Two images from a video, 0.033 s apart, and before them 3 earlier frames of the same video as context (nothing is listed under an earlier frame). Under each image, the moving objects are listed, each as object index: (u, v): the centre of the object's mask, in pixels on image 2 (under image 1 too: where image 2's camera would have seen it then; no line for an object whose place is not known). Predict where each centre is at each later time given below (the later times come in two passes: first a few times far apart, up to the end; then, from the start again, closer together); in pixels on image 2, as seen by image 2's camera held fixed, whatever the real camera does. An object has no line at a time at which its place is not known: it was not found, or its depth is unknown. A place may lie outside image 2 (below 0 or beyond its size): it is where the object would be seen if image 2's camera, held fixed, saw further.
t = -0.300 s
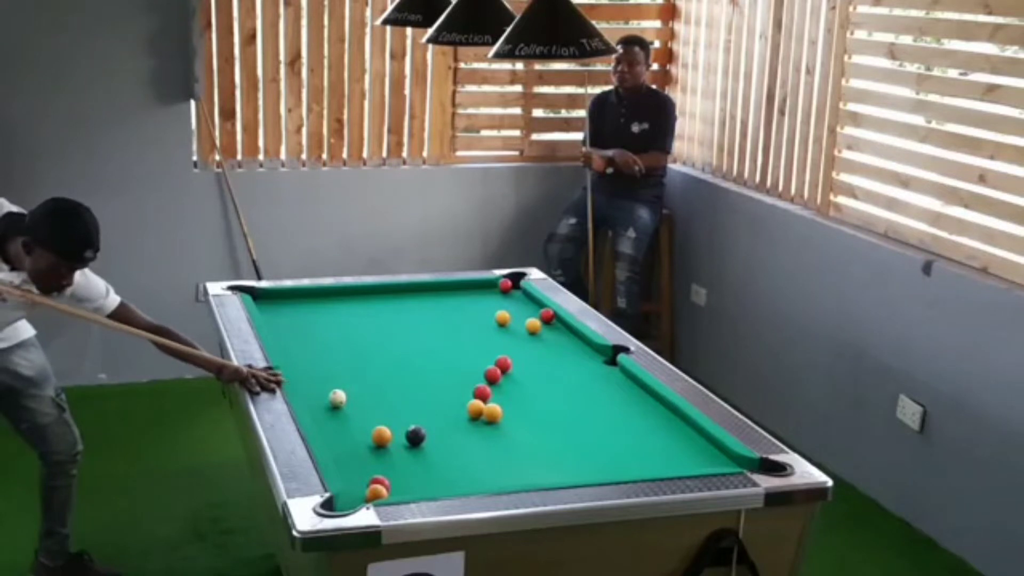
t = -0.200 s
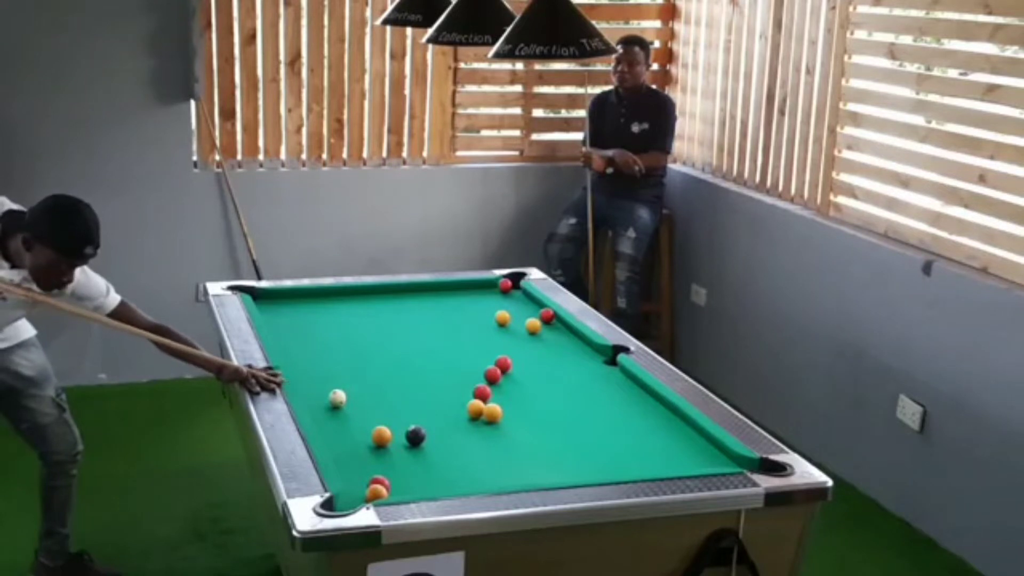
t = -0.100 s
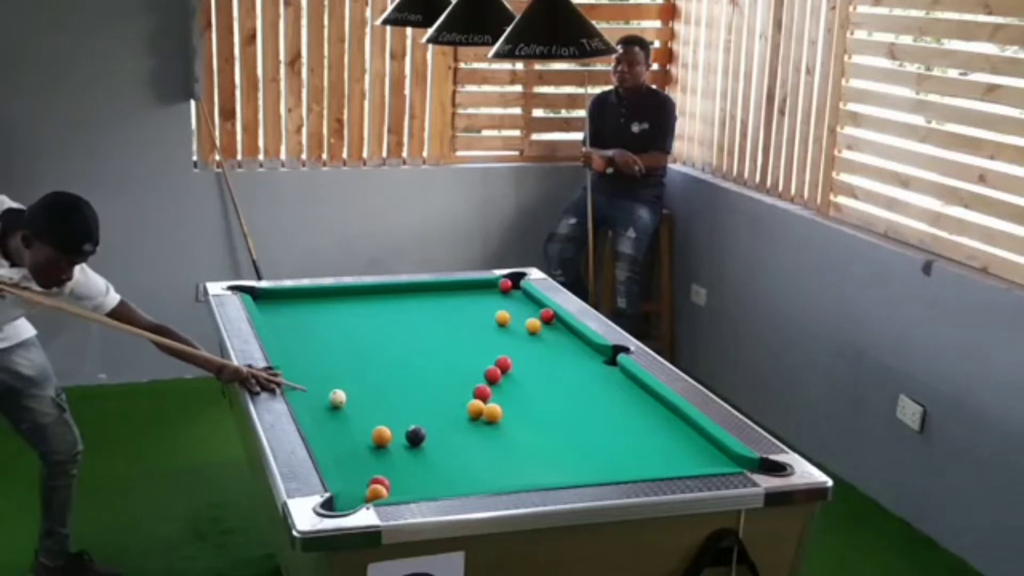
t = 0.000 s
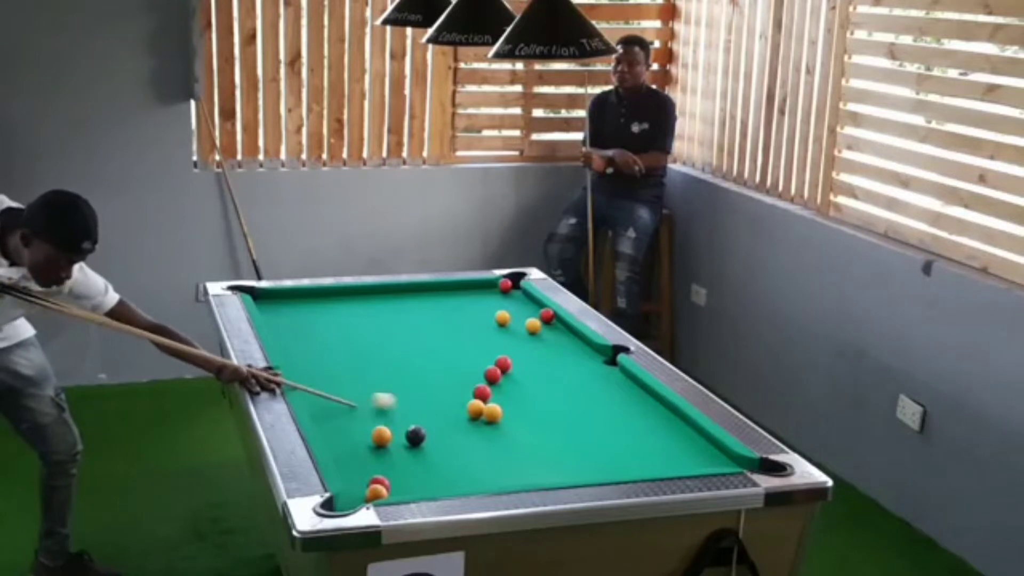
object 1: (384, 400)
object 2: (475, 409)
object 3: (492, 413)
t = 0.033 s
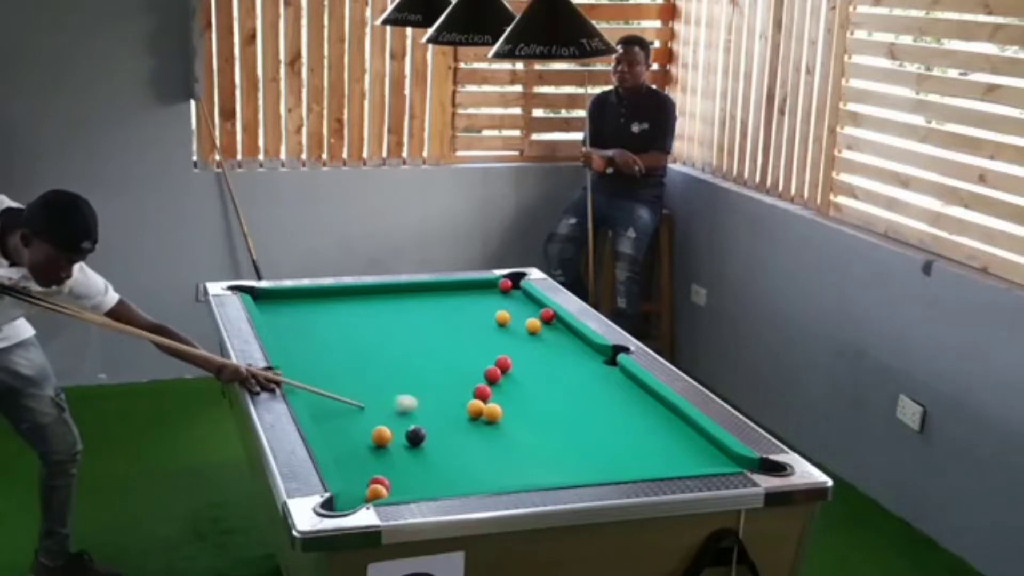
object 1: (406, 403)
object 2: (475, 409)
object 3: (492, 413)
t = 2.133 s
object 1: (388, 392)
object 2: (557, 389)
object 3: (682, 459)
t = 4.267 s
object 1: (389, 392)
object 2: (560, 388)
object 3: (659, 460)
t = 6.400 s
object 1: (389, 392)
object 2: (560, 388)
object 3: (659, 460)
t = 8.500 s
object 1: (389, 392)
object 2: (560, 388)
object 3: (659, 460)
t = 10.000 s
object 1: (389, 392)
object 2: (560, 388)
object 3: (659, 460)
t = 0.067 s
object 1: (427, 404)
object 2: (475, 409)
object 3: (493, 413)
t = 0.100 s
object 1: (447, 406)
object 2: (475, 409)
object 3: (493, 413)
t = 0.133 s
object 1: (456, 407)
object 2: (478, 409)
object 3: (499, 414)
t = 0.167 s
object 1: (454, 407)
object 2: (480, 408)
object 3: (511, 416)
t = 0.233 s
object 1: (450, 406)
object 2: (484, 407)
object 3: (531, 420)
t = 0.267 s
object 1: (448, 405)
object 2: (486, 406)
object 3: (541, 422)
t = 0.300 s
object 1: (446, 405)
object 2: (488, 406)
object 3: (550, 424)
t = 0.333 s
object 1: (444, 404)
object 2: (490, 405)
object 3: (560, 426)
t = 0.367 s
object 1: (442, 404)
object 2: (492, 404)
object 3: (570, 428)
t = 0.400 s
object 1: (440, 403)
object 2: (494, 404)
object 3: (580, 430)
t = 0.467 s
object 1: (437, 403)
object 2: (497, 403)
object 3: (600, 434)
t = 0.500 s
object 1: (435, 402)
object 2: (499, 402)
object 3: (610, 436)
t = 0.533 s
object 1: (433, 402)
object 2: (501, 402)
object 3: (619, 438)
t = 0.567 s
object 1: (432, 401)
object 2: (503, 401)
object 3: (630, 440)
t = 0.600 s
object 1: (430, 401)
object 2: (505, 401)
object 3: (640, 442)
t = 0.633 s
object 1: (429, 400)
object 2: (507, 400)
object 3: (650, 444)
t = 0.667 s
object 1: (427, 400)
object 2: (509, 400)
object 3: (660, 446)
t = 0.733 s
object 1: (424, 399)
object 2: (512, 399)
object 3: (680, 450)
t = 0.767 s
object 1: (422, 399)
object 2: (513, 399)
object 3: (691, 452)
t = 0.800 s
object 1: (421, 399)
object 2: (515, 398)
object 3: (701, 454)
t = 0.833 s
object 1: (420, 398)
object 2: (516, 398)
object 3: (712, 456)
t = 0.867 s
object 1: (418, 398)
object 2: (518, 397)
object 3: (722, 457)
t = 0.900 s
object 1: (417, 398)
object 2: (519, 397)
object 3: (730, 458)
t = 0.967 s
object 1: (415, 397)
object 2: (522, 396)
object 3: (733, 462)
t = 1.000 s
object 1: (413, 397)
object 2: (524, 396)
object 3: (734, 464)
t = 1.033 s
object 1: (412, 397)
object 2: (525, 396)
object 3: (736, 465)
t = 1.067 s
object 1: (411, 396)
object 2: (526, 395)
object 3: (735, 464)
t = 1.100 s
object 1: (410, 396)
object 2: (528, 395)
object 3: (735, 464)
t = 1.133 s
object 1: (409, 396)
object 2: (529, 394)
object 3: (735, 463)
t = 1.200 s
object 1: (406, 395)
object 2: (532, 394)
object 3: (734, 461)
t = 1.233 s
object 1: (405, 395)
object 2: (533, 393)
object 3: (734, 460)
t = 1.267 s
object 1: (404, 395)
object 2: (534, 393)
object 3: (733, 460)
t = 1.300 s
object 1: (403, 395)
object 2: (535, 393)
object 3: (731, 460)
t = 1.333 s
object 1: (402, 394)
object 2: (536, 393)
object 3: (728, 460)
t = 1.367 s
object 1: (401, 394)
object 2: (538, 392)
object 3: (726, 460)
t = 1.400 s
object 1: (400, 394)
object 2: (539, 392)
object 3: (723, 459)
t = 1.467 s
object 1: (399, 394)
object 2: (541, 392)
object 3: (719, 459)
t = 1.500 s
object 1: (398, 394)
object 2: (542, 392)
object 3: (717, 459)
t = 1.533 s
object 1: (397, 393)
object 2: (543, 391)
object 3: (714, 459)
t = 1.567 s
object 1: (396, 393)
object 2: (544, 391)
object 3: (712, 459)
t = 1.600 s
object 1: (396, 393)
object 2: (545, 391)
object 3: (710, 459)
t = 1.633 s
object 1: (395, 393)
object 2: (546, 391)
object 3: (708, 459)
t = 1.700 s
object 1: (394, 393)
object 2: (547, 391)
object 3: (704, 459)
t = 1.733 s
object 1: (393, 392)
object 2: (548, 390)
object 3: (702, 459)
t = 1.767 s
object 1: (392, 392)
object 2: (549, 390)
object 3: (700, 459)
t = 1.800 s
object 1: (392, 392)
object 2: (550, 390)
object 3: (698, 459)
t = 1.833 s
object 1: (391, 392)
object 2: (551, 390)
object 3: (697, 459)
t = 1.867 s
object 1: (391, 392)
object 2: (552, 390)
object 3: (695, 459)
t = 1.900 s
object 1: (391, 392)
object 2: (553, 390)
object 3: (693, 459)
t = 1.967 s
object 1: (390, 392)
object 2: (554, 390)
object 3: (690, 459)
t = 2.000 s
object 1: (389, 392)
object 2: (555, 389)
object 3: (688, 459)
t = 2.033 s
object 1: (389, 392)
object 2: (555, 389)
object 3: (686, 459)
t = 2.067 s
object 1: (389, 392)
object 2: (556, 389)
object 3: (685, 459)
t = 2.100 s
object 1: (389, 392)
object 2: (556, 389)
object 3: (684, 459)
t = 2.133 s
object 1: (388, 392)
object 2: (557, 389)
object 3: (682, 459)
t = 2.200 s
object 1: (388, 392)
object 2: (558, 389)
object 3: (679, 459)
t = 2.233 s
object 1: (388, 392)
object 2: (558, 389)
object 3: (678, 459)
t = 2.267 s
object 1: (388, 392)
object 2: (559, 389)
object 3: (677, 459)
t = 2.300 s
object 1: (388, 392)
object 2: (559, 388)
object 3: (676, 460)
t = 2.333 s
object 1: (388, 392)
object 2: (559, 388)
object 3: (674, 460)
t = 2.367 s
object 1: (389, 392)
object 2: (560, 388)
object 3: (673, 460)
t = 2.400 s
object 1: (388, 392)
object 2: (560, 388)
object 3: (672, 460)
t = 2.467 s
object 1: (389, 392)
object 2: (561, 388)
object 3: (670, 460)
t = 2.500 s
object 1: (389, 392)
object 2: (561, 388)
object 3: (669, 460)
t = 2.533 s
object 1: (388, 392)
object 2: (561, 388)
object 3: (668, 460)
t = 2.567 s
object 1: (388, 392)
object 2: (561, 388)
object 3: (668, 460)
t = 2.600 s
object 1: (388, 392)
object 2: (561, 388)
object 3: (667, 460)
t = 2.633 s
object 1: (388, 392)
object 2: (561, 388)
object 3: (666, 460)
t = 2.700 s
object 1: (388, 392)
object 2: (561, 388)
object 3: (664, 460)
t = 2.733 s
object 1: (388, 392)
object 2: (561, 388)
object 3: (664, 460)
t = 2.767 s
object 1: (388, 392)
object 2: (561, 388)
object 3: (663, 460)
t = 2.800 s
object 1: (388, 392)
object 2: (560, 388)
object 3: (663, 460)
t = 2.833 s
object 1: (388, 392)
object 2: (560, 388)
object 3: (662, 460)
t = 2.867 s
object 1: (388, 392)
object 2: (560, 388)
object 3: (662, 460)
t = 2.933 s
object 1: (388, 392)
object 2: (560, 388)
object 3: (661, 460)
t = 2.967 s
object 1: (388, 392)
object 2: (560, 388)
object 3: (660, 460)
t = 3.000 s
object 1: (388, 392)
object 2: (560, 388)
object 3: (660, 460)
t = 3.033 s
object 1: (388, 392)
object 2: (560, 388)
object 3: (660, 460)
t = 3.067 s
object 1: (388, 392)
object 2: (560, 388)
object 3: (660, 460)
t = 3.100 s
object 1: (388, 392)
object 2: (560, 388)
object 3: (659, 460)
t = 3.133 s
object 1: (388, 392)
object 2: (560, 388)
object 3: (659, 460)
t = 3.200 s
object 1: (389, 392)
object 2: (560, 388)
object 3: (659, 460)
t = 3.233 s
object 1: (389, 392)
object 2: (560, 388)
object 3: (659, 460)
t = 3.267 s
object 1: (389, 392)
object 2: (560, 388)
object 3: (659, 460)
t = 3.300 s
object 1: (389, 392)
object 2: (560, 388)
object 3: (659, 460)
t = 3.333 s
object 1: (389, 392)
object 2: (560, 388)
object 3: (659, 460)
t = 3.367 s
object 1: (389, 392)
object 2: (560, 388)
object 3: (659, 460)
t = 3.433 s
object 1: (389, 392)
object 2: (560, 388)
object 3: (659, 460)
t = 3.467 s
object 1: (389, 392)
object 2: (560, 388)
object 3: (659, 460)
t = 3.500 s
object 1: (389, 392)
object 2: (560, 388)
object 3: (659, 460)
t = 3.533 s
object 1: (389, 392)
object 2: (560, 388)
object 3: (659, 460)
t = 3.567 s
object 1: (389, 392)
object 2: (560, 388)
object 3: (659, 460)
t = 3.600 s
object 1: (389, 392)
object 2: (560, 388)
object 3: (659, 460)
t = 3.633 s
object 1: (389, 392)
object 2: (560, 388)
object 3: (659, 460)
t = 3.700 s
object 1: (389, 392)
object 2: (560, 388)
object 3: (659, 460)
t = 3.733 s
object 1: (389, 392)
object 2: (560, 388)
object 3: (659, 460)
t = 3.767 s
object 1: (389, 392)
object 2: (560, 388)
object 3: (659, 460)
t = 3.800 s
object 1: (389, 392)
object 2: (560, 388)
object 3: (659, 460)
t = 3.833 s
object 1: (389, 392)
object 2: (560, 388)
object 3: (659, 460)
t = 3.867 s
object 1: (389, 392)
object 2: (560, 388)
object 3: (659, 460)
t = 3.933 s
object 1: (389, 392)
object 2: (560, 388)
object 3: (659, 460)
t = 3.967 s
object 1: (389, 392)
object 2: (560, 388)
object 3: (659, 460)
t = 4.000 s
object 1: (389, 392)
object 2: (560, 388)
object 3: (659, 460)
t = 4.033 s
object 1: (389, 392)
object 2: (560, 388)
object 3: (659, 460)
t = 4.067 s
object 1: (389, 392)
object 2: (560, 388)
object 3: (659, 460)
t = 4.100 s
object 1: (389, 392)
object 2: (560, 388)
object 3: (659, 460)
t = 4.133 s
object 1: (389, 392)
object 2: (560, 388)
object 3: (659, 460)
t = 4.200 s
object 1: (389, 392)
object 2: (560, 388)
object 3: (659, 460)
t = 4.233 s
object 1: (389, 392)
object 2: (560, 388)
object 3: (659, 460)
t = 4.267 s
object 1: (389, 392)
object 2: (560, 388)
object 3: (659, 460)
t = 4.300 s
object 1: (389, 392)
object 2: (560, 388)
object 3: (659, 460)
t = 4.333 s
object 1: (389, 392)
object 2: (560, 388)
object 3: (659, 460)
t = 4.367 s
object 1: (389, 392)
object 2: (560, 388)
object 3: (659, 460)
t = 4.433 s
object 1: (389, 392)
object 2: (560, 388)
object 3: (659, 460)
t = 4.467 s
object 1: (389, 392)
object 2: (560, 388)
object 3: (659, 460)
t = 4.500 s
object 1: (389, 392)
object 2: (560, 388)
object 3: (659, 460)
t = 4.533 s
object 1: (389, 392)
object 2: (560, 388)
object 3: (659, 460)
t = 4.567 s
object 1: (389, 392)
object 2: (560, 388)
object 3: (659, 460)
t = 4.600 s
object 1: (389, 392)
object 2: (560, 388)
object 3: (659, 460)
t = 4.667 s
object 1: (389, 392)
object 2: (560, 388)
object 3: (659, 460)
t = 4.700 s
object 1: (389, 392)
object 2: (560, 388)
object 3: (659, 460)
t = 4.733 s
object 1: (389, 392)
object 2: (560, 388)
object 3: (659, 460)
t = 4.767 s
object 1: (389, 392)
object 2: (560, 388)
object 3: (659, 460)
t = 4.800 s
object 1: (389, 392)
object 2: (560, 388)
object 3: (659, 460)
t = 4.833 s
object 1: (389, 392)
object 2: (560, 388)
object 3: (659, 460)
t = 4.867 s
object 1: (389, 392)
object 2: (560, 388)
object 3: (659, 460)
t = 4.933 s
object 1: (389, 392)
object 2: (560, 388)
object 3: (659, 460)
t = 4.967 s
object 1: (389, 392)
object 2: (560, 388)
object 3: (659, 460)
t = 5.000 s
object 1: (389, 392)
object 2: (560, 388)
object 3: (659, 460)
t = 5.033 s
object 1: (389, 392)
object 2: (560, 388)
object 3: (659, 460)
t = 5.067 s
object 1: (389, 392)
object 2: (560, 388)
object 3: (659, 460)
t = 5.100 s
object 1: (389, 392)
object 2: (560, 388)
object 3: (659, 460)
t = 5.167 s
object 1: (389, 392)
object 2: (560, 388)
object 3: (659, 460)
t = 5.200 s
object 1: (389, 392)
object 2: (560, 388)
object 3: (659, 460)
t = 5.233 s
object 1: (389, 392)
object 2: (560, 388)
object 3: (659, 460)
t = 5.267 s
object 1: (389, 392)
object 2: (560, 388)
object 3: (659, 460)
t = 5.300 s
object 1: (389, 392)
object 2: (560, 388)
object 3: (659, 460)
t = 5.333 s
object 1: (389, 392)
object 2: (560, 388)
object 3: (659, 460)
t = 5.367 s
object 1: (389, 392)
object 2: (560, 388)
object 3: (659, 460)
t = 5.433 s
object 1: (389, 392)
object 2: (560, 388)
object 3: (659, 460)
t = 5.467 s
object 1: (389, 392)
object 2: (560, 388)
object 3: (659, 460)
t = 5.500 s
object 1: (389, 392)
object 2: (560, 388)
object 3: (659, 460)
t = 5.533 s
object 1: (389, 392)
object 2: (560, 388)
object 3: (659, 460)
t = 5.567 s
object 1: (389, 392)
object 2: (560, 388)
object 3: (659, 460)
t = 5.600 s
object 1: (389, 392)
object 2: (560, 388)
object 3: (659, 460)
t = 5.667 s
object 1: (389, 392)
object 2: (560, 388)
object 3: (659, 460)
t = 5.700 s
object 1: (389, 392)
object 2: (560, 388)
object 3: (659, 460)
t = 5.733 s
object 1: (389, 392)
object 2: (560, 388)
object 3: (659, 460)
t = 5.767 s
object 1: (389, 392)
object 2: (560, 388)
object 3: (659, 460)
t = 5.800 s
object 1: (389, 392)
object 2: (560, 388)
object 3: (659, 460)
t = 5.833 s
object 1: (389, 392)
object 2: (560, 388)
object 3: (659, 460)
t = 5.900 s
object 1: (389, 392)
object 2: (560, 388)
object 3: (659, 460)
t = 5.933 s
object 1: (389, 392)
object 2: (560, 388)
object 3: (659, 460)
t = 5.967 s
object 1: (389, 392)
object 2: (560, 388)
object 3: (659, 460)
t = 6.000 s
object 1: (389, 392)
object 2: (560, 388)
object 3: (659, 460)
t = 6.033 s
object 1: (389, 392)
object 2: (560, 388)
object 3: (659, 460)
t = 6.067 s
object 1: (389, 392)
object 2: (560, 388)
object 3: (659, 460)
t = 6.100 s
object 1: (389, 392)
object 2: (560, 388)
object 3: (659, 460)
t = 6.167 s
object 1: (389, 392)
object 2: (560, 388)
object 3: (659, 460)
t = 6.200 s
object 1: (389, 392)
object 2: (560, 388)
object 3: (659, 460)
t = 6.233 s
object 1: (389, 392)
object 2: (560, 388)
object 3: (659, 460)
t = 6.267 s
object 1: (389, 392)
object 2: (560, 388)
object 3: (659, 460)
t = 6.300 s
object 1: (389, 392)
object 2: (560, 388)
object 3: (659, 460)
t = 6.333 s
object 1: (389, 392)
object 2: (560, 388)
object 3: (659, 460)
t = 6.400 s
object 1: (389, 392)
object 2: (560, 388)
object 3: (659, 460)
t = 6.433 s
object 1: (389, 392)
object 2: (560, 388)
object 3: (659, 460)
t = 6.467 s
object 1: (389, 392)
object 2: (560, 388)
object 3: (659, 460)
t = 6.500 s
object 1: (389, 392)
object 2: (560, 388)
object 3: (659, 460)
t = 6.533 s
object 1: (389, 392)
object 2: (560, 388)
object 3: (659, 460)
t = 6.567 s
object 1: (389, 392)
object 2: (560, 388)
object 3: (659, 460)
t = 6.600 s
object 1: (389, 392)
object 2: (560, 388)
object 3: (659, 460)
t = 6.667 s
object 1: (389, 392)
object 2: (560, 388)
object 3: (659, 460)
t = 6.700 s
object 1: (389, 392)
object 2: (560, 388)
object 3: (659, 460)
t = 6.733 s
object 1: (389, 392)
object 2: (560, 388)
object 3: (659, 460)
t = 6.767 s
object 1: (389, 392)
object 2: (560, 388)
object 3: (659, 460)
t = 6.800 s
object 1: (389, 392)
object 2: (560, 388)
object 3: (660, 460)
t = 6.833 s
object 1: (389, 392)
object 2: (560, 388)
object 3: (659, 460)
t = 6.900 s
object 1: (389, 392)
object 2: (560, 388)
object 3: (660, 460)
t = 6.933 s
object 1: (389, 392)
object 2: (560, 388)
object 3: (659, 460)
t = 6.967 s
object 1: (389, 392)
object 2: (560, 388)
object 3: (659, 460)
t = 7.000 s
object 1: (389, 392)
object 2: (560, 388)
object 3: (659, 460)
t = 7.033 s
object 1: (389, 392)
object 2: (560, 388)
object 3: (660, 460)
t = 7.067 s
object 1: (389, 392)
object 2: (560, 388)
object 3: (659, 460)
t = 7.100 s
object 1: (389, 392)
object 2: (560, 388)
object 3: (659, 460)
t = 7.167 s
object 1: (389, 392)
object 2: (560, 388)
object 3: (659, 460)
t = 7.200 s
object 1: (389, 392)
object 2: (560, 388)
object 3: (659, 460)
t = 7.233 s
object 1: (389, 392)
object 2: (560, 388)
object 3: (659, 460)
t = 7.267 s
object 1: (389, 392)
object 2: (560, 388)
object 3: (659, 460)
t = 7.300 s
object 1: (389, 392)
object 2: (560, 388)
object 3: (659, 460)
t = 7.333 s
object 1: (389, 392)
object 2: (560, 388)
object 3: (659, 460)
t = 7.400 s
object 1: (389, 392)
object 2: (560, 388)
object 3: (659, 460)
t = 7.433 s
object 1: (389, 392)
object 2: (560, 388)
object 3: (659, 460)
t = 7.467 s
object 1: (389, 392)
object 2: (560, 388)
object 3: (659, 460)
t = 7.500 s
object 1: (389, 392)
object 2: (560, 388)
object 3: (659, 460)
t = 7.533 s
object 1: (389, 392)
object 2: (560, 388)
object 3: (659, 460)
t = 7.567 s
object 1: (389, 392)
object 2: (560, 388)
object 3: (659, 460)
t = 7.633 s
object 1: (389, 392)
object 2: (560, 388)
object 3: (659, 460)
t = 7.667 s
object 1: (389, 392)
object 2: (560, 388)
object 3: (659, 460)
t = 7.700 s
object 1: (389, 392)
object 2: (560, 388)
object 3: (659, 460)
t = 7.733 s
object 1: (389, 392)
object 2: (560, 388)
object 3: (659, 460)
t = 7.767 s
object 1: (389, 392)
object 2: (560, 388)
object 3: (659, 460)
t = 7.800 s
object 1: (389, 392)
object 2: (560, 388)
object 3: (659, 460)
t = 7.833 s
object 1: (389, 392)
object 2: (560, 388)
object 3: (659, 460)
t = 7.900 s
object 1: (389, 392)
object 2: (560, 388)
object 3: (659, 460)
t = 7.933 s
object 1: (389, 392)
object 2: (560, 388)
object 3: (659, 460)
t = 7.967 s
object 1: (389, 392)
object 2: (560, 388)
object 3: (659, 460)
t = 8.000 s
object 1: (389, 392)
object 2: (560, 388)
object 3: (659, 460)
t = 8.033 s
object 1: (389, 392)
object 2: (560, 388)
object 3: (659, 460)
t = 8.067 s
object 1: (389, 392)
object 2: (560, 388)
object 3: (659, 460)
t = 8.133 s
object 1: (389, 392)
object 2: (560, 388)
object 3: (659, 460)
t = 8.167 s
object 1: (389, 392)
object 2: (560, 388)
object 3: (659, 460)
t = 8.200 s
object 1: (389, 392)
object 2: (560, 388)
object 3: (659, 460)
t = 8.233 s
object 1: (389, 392)
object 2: (560, 388)
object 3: (659, 460)
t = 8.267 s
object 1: (389, 392)
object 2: (560, 388)
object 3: (659, 460)
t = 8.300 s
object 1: (389, 392)
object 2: (560, 388)
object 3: (659, 460)
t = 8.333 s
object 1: (389, 392)
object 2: (560, 388)
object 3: (659, 460)
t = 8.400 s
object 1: (389, 392)
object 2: (560, 388)
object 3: (659, 460)
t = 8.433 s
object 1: (389, 392)
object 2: (560, 388)
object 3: (659, 460)
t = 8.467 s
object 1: (389, 392)
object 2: (560, 388)
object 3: (659, 460)
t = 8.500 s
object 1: (389, 392)
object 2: (560, 388)
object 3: (659, 460)
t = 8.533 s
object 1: (389, 392)
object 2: (560, 388)
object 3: (659, 460)
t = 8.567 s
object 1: (389, 392)
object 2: (560, 388)
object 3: (659, 460)
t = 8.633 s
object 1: (389, 392)
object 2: (560, 388)
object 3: (659, 460)
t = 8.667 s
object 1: (389, 392)
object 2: (560, 388)
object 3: (659, 460)
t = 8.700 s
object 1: (389, 392)
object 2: (560, 388)
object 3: (659, 460)
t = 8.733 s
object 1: (389, 392)
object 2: (560, 388)
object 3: (659, 460)
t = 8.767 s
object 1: (389, 392)
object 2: (560, 388)
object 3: (659, 460)
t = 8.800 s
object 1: (389, 392)
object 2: (560, 388)
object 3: (659, 460)
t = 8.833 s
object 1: (389, 392)
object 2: (560, 388)
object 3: (659, 460)
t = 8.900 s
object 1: (389, 392)
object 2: (560, 388)
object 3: (659, 460)
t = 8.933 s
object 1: (389, 392)
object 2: (560, 388)
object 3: (659, 460)
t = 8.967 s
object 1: (389, 392)
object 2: (560, 388)
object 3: (659, 460)
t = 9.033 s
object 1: (389, 392)
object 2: (560, 388)
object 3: (659, 460)
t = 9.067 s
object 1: (389, 392)
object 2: (560, 388)
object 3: (659, 460)
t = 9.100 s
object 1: (389, 392)
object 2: (560, 388)
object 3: (659, 460)
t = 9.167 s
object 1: (389, 392)
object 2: (560, 388)
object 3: (659, 460)
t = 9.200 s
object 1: (389, 392)
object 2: (560, 388)
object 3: (659, 460)
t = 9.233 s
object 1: (389, 392)
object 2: (560, 388)
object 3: (659, 460)
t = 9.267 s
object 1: (389, 392)
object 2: (560, 388)
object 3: (659, 460)
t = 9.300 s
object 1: (389, 392)
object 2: (560, 388)
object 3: (659, 460)
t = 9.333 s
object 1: (389, 392)
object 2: (560, 388)
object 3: (659, 460)
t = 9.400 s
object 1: (389, 392)
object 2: (560, 388)
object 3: (659, 460)
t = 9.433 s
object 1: (389, 392)
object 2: (560, 388)
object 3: (659, 460)
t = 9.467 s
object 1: (389, 392)
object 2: (560, 388)
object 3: (659, 460)
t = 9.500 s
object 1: (389, 392)
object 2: (560, 388)
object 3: (659, 460)
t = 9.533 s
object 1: (389, 392)
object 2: (560, 388)
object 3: (659, 460)
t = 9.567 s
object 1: (389, 392)
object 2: (560, 388)
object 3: (659, 460)
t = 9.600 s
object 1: (389, 392)
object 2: (560, 388)
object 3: (659, 460)
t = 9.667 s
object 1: (389, 392)
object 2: (560, 388)
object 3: (659, 460)
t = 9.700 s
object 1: (389, 392)
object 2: (560, 388)
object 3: (659, 460)
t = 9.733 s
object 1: (389, 392)
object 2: (560, 388)
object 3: (659, 460)
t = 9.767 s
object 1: (389, 392)
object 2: (560, 388)
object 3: (659, 460)
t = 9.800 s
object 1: (389, 392)
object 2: (560, 388)
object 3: (659, 460)
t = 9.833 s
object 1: (389, 392)
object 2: (560, 388)
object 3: (659, 460)
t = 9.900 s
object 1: (389, 392)
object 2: (560, 388)
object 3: (659, 460)
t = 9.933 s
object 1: (389, 392)
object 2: (560, 388)
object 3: (659, 460)
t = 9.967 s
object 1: (389, 392)
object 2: (560, 388)
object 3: (659, 460)
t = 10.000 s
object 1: (389, 392)
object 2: (560, 388)
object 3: (659, 460)
